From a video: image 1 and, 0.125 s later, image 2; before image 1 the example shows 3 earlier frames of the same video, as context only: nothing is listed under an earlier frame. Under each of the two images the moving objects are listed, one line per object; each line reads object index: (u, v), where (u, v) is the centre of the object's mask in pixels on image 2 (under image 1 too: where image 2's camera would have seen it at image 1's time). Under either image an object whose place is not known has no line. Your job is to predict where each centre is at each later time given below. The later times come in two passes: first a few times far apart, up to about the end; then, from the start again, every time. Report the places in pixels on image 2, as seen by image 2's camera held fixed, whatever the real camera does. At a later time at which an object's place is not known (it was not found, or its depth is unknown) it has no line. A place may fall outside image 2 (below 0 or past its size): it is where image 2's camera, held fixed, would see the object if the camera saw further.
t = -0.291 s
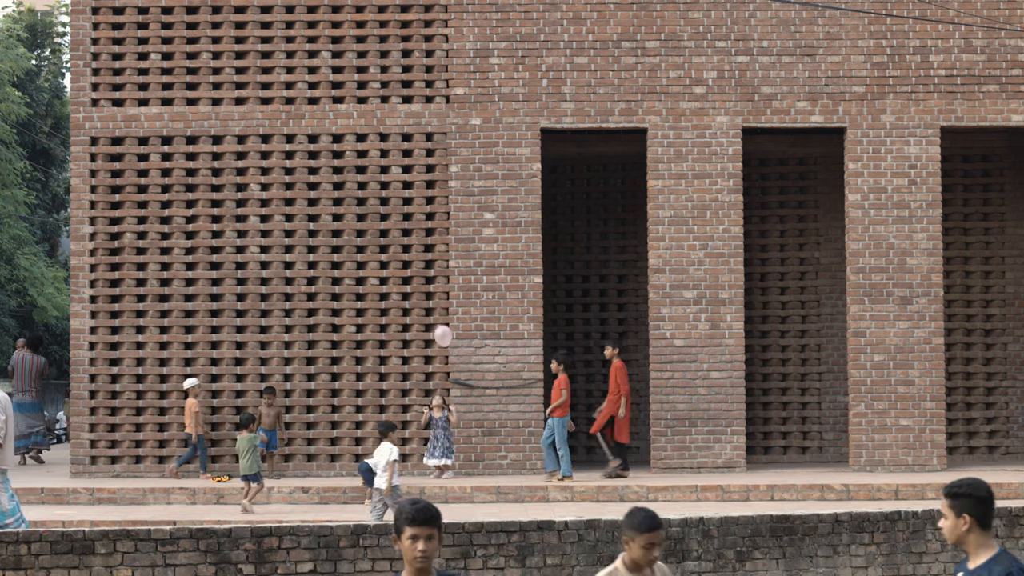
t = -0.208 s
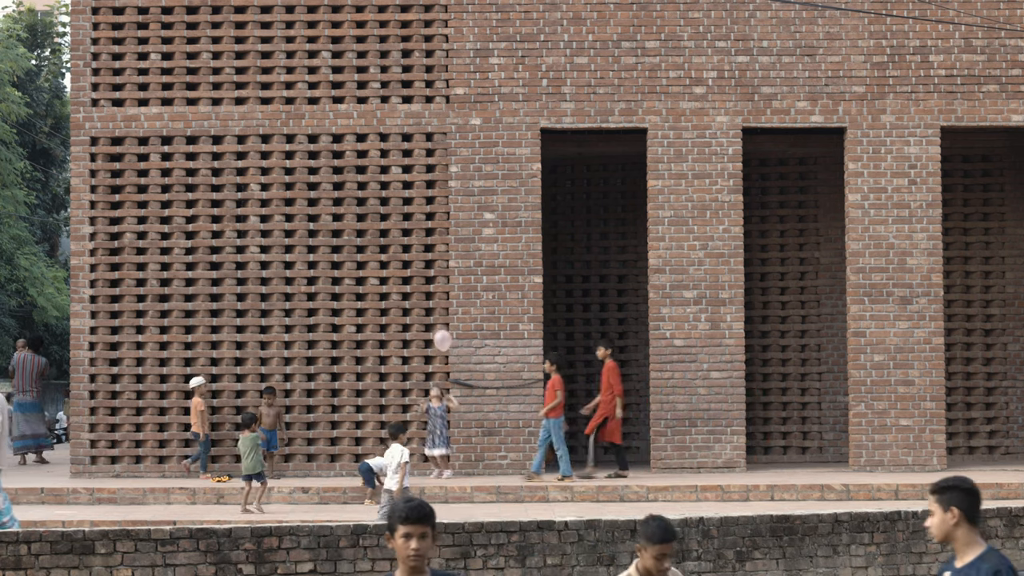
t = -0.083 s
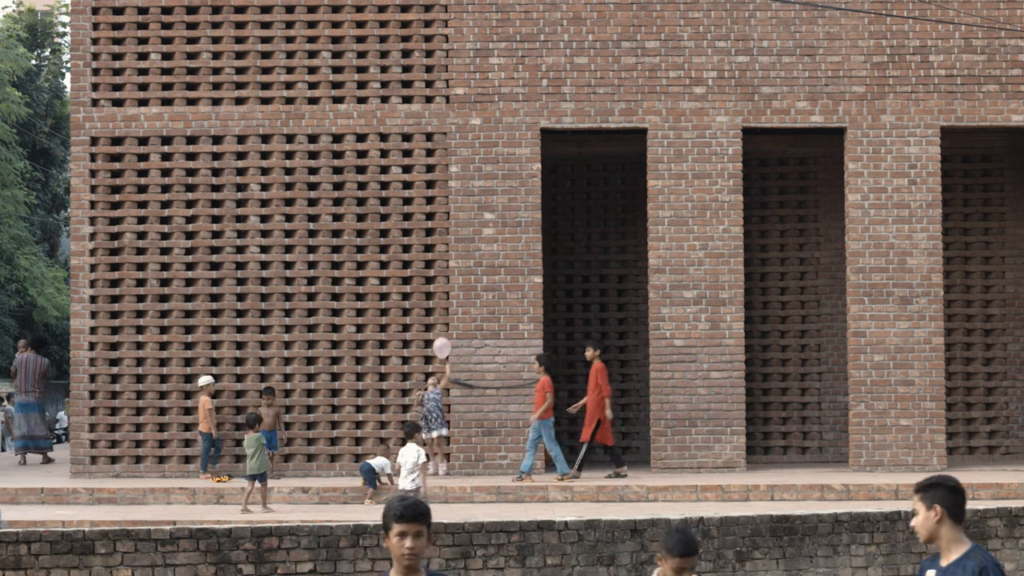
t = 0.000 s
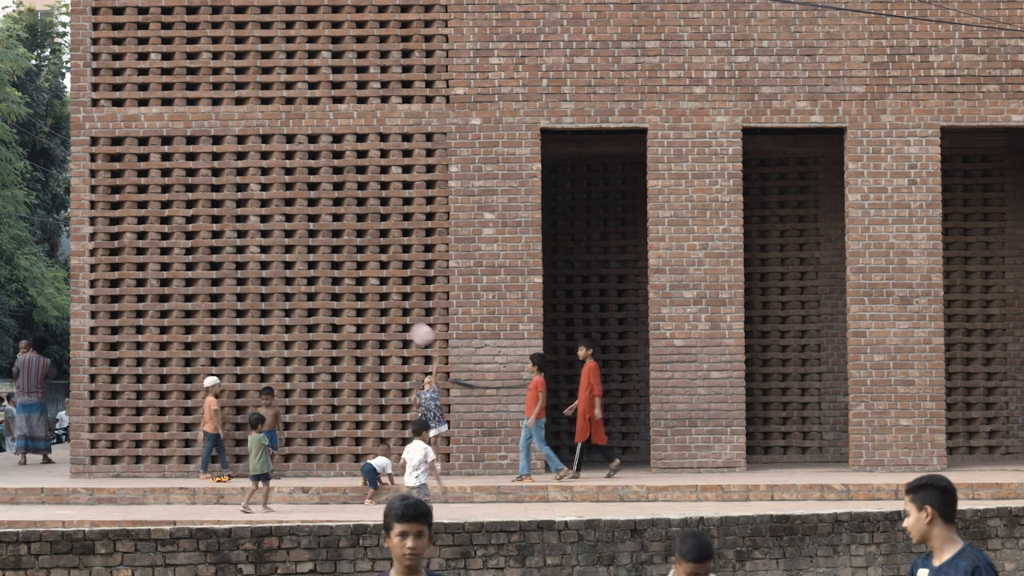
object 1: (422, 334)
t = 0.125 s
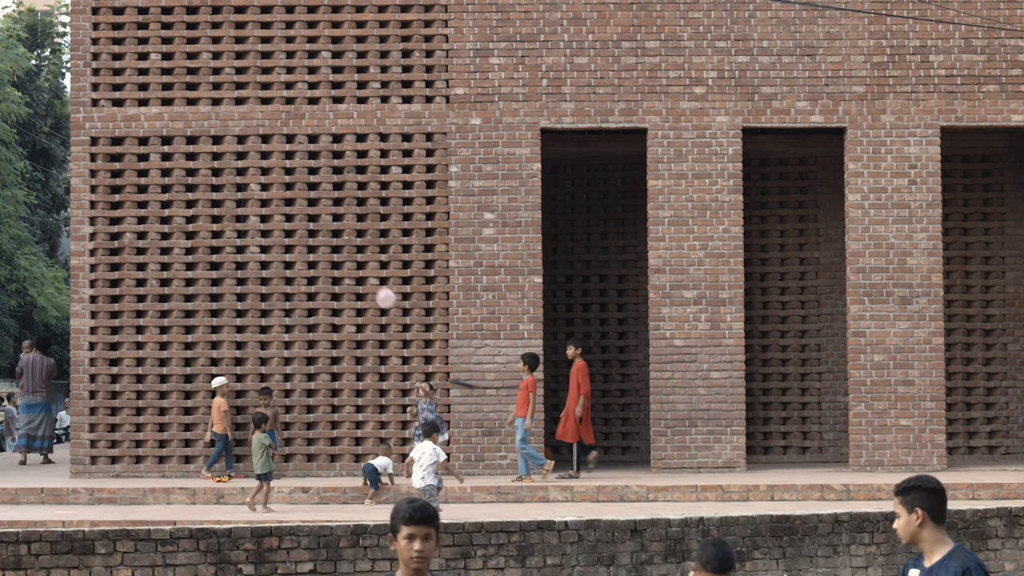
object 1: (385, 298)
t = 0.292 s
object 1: (370, 273)
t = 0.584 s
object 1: (367, 260)
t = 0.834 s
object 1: (369, 262)
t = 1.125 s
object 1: (362, 275)
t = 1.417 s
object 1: (352, 289)
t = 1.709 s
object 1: (346, 306)
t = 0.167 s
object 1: (379, 289)
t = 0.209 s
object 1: (375, 283)
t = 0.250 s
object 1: (372, 278)
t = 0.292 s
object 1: (370, 273)
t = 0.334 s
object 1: (368, 270)
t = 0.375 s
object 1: (367, 267)
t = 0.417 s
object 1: (367, 265)
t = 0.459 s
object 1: (367, 263)
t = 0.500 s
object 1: (367, 262)
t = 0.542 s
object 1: (367, 261)
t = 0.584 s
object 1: (367, 260)
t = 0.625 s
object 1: (367, 260)
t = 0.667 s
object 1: (368, 260)
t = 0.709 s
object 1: (368, 260)
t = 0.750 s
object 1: (368, 260)
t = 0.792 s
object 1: (369, 261)
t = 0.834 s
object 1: (369, 262)
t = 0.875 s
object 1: (369, 264)
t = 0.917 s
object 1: (368, 265)
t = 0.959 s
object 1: (368, 267)
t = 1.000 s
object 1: (367, 269)
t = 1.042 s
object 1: (365, 271)
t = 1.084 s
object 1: (364, 273)
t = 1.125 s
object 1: (362, 275)
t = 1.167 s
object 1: (361, 277)
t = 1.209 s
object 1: (359, 278)
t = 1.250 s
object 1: (358, 280)
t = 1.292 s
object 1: (356, 282)
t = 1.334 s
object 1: (355, 284)
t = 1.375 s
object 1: (353, 286)
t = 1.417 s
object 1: (352, 289)
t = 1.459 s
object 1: (351, 291)
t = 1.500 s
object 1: (350, 293)
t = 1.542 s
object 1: (349, 296)
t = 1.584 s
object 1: (348, 298)
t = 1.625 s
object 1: (347, 301)
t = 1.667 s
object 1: (347, 303)
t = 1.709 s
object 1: (346, 306)
